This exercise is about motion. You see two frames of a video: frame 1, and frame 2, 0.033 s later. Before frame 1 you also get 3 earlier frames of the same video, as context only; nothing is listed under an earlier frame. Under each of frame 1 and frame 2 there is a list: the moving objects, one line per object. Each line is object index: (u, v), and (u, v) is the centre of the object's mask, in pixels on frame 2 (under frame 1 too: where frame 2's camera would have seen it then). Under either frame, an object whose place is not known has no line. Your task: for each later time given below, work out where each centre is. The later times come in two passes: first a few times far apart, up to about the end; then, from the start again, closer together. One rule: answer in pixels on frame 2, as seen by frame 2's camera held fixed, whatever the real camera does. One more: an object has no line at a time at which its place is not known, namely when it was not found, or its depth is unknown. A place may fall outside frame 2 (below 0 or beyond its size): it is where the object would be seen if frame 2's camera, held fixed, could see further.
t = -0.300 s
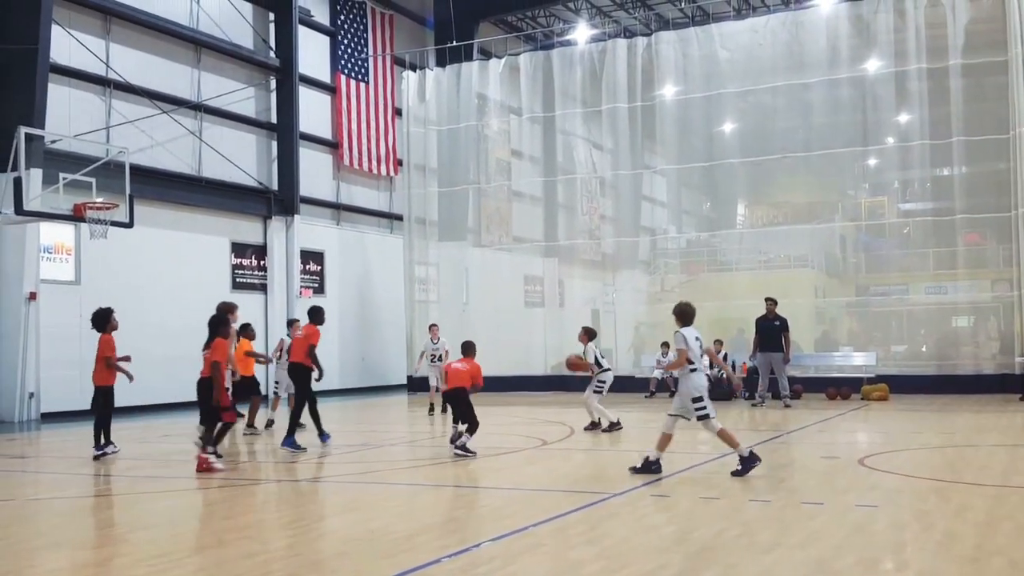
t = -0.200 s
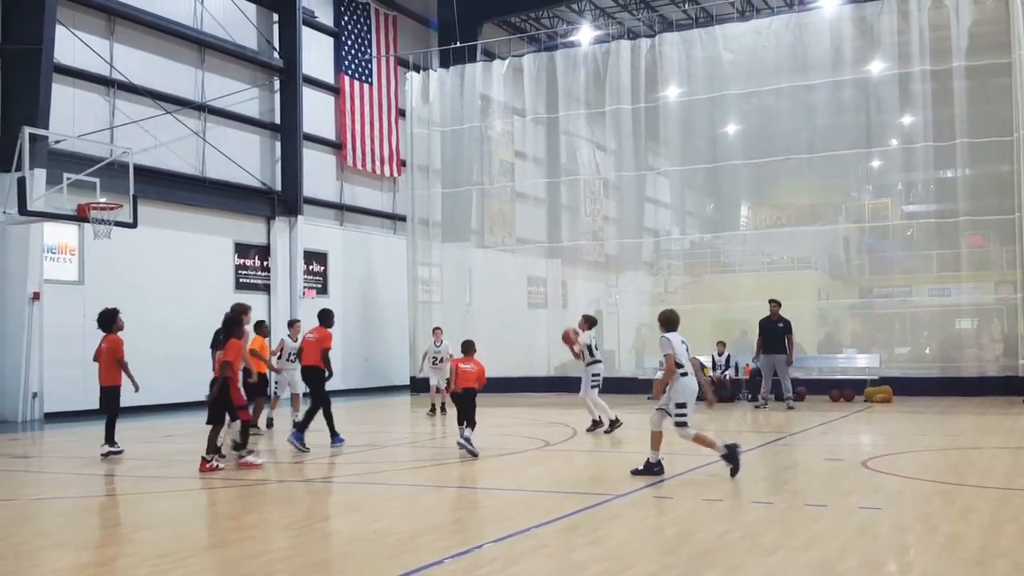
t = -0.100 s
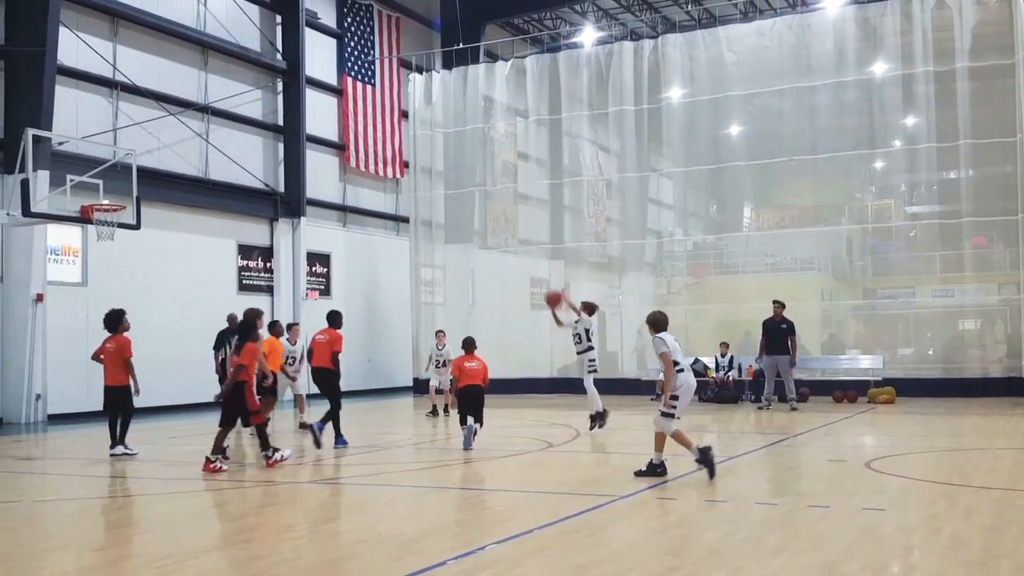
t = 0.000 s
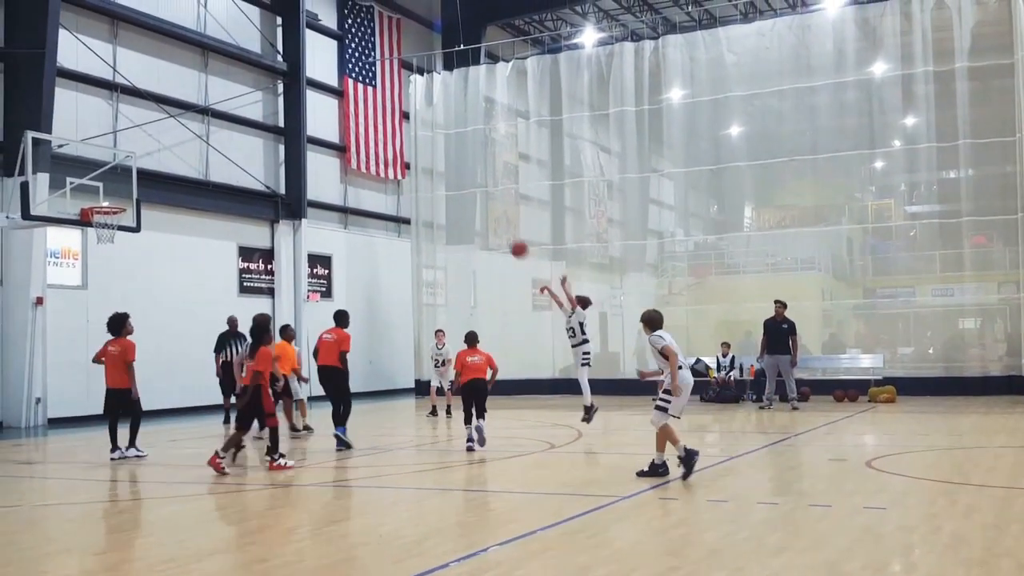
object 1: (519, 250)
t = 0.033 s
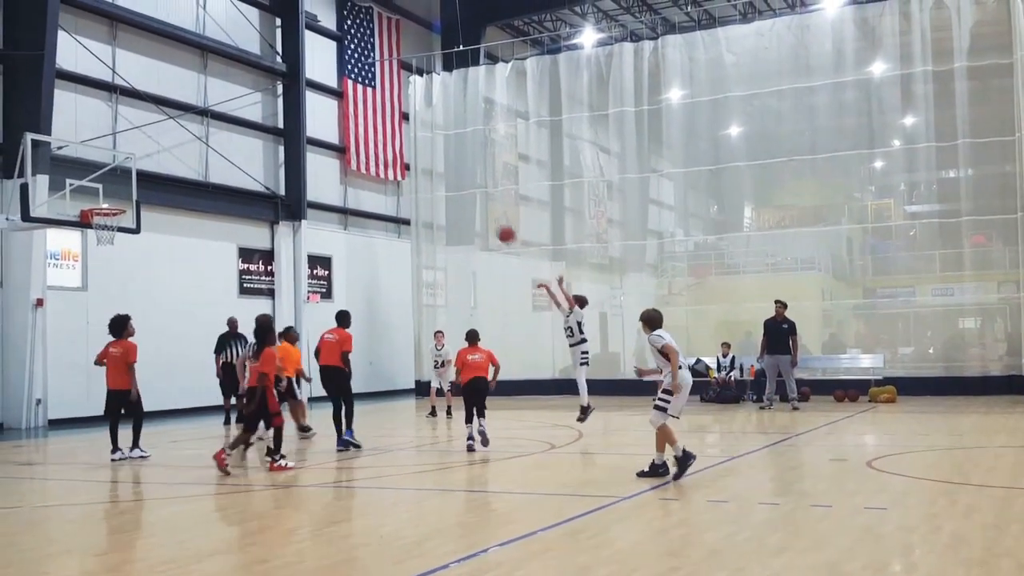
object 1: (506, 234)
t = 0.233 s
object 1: (432, 161)
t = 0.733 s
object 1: (252, 107)
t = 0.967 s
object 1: (169, 144)
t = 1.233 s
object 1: (88, 227)
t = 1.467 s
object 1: (84, 253)
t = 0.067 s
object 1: (493, 220)
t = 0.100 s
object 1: (481, 207)
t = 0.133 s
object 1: (468, 194)
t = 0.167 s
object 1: (456, 183)
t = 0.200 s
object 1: (444, 172)
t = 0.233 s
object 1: (432, 161)
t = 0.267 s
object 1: (420, 152)
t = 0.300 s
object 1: (408, 143)
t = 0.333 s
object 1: (396, 136)
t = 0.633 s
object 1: (289, 103)
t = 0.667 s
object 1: (276, 103)
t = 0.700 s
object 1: (264, 104)
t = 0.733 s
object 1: (252, 107)
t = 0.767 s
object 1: (241, 110)
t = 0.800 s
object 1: (229, 114)
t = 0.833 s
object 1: (217, 119)
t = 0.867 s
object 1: (207, 124)
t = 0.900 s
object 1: (195, 130)
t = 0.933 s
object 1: (182, 137)
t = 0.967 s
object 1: (169, 144)
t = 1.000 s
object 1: (158, 152)
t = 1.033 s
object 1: (147, 161)
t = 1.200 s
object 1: (89, 217)
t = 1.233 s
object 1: (88, 227)
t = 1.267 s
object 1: (88, 229)
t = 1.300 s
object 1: (86, 229)
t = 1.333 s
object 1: (87, 231)
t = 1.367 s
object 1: (86, 236)
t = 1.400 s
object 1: (86, 241)
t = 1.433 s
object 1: (84, 247)
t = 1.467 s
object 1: (84, 253)
